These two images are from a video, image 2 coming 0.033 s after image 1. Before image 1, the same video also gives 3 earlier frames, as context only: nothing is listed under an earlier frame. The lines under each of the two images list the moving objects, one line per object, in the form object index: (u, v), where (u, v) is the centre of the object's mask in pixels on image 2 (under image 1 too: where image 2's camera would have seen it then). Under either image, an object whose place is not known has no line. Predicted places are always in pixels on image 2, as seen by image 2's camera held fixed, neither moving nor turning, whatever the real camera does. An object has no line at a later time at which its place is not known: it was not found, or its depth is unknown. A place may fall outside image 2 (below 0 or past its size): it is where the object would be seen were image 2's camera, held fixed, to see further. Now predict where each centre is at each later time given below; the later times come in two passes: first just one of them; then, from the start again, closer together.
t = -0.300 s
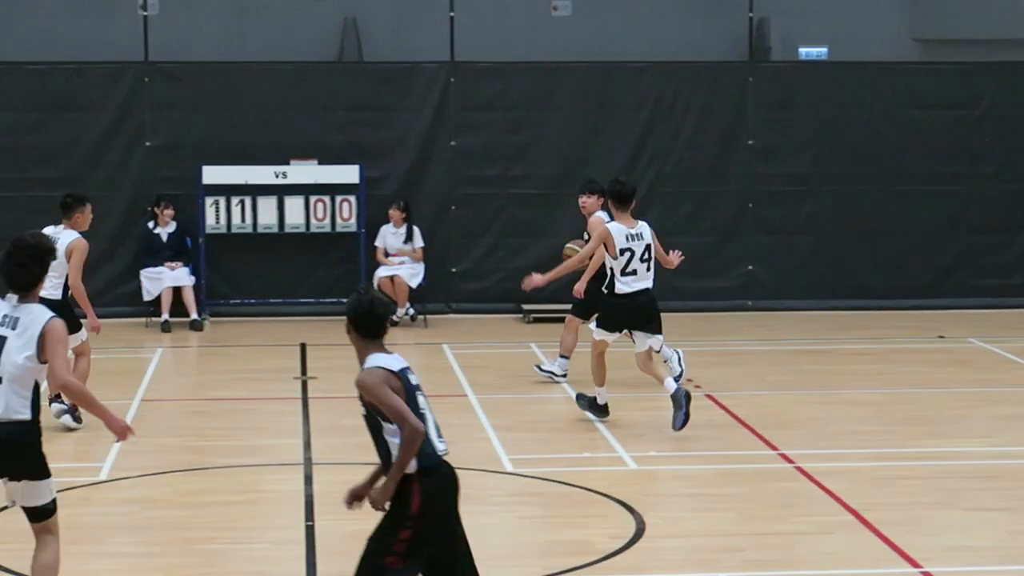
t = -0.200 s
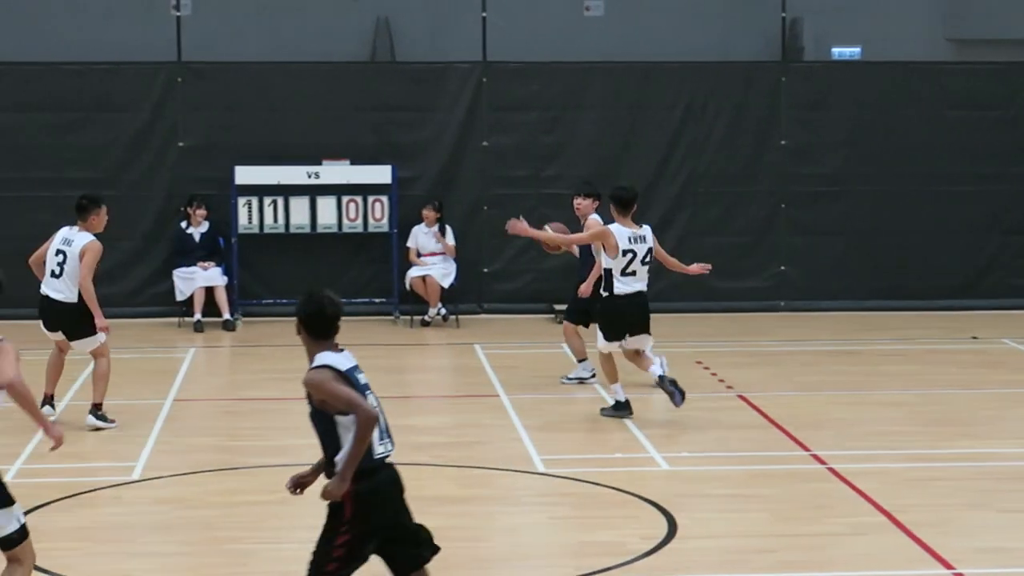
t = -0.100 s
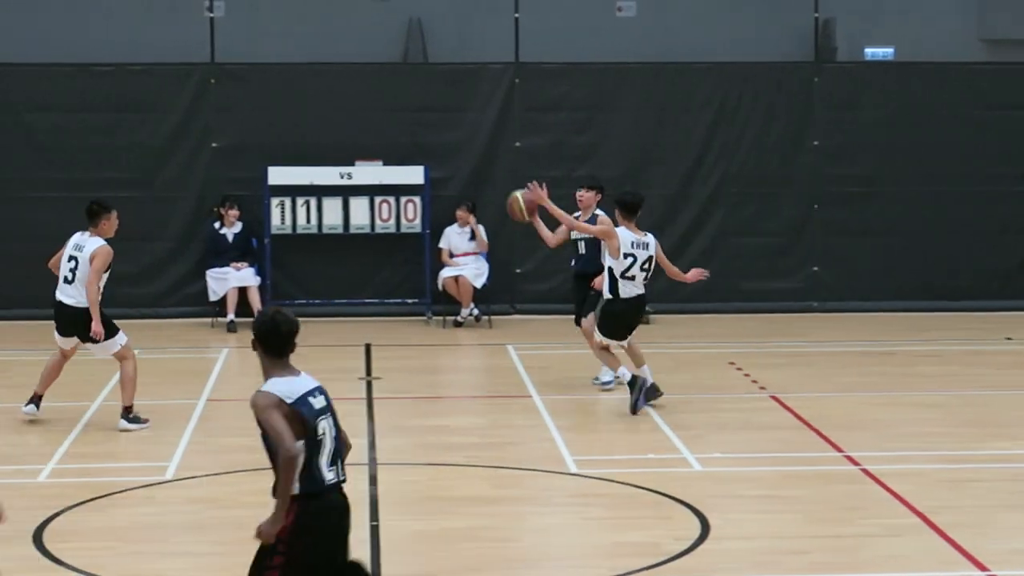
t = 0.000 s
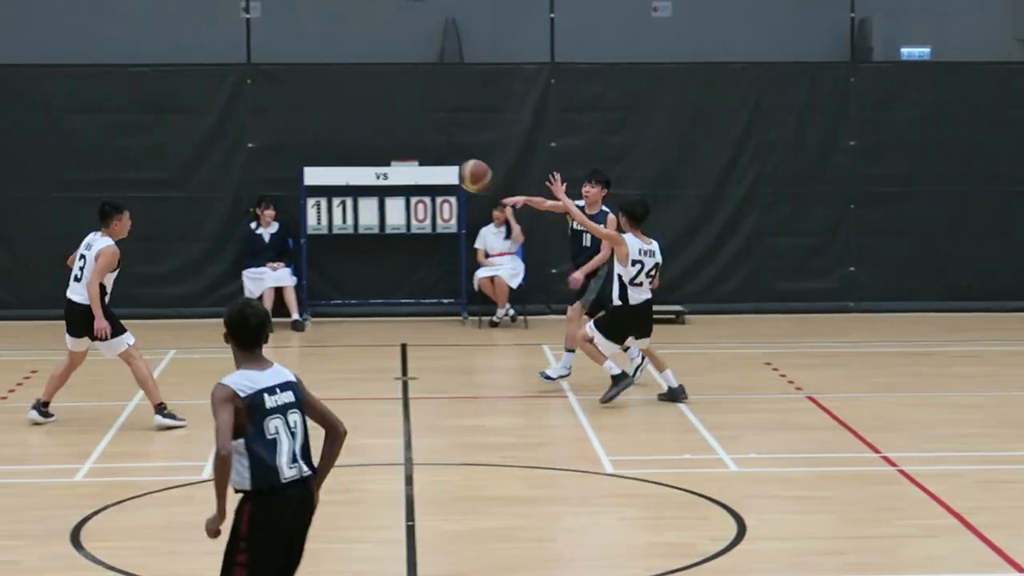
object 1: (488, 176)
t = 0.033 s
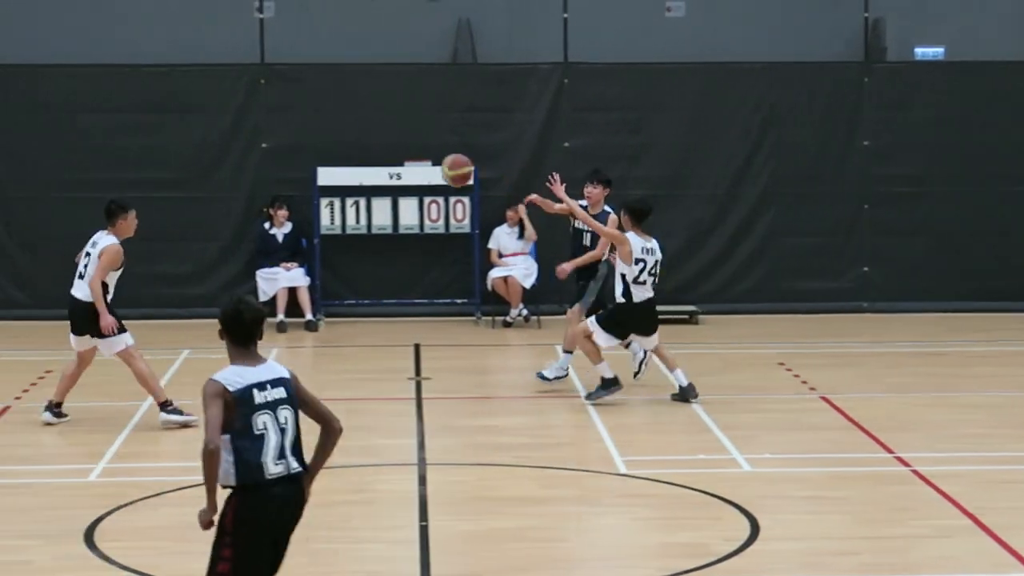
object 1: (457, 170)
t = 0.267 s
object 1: (208, 166)
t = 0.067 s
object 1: (425, 165)
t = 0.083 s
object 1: (408, 163)
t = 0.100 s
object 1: (391, 161)
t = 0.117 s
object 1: (374, 160)
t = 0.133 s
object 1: (357, 159)
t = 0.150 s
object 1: (340, 158)
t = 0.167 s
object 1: (321, 158)
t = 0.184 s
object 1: (303, 159)
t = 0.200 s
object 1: (285, 160)
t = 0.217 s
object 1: (266, 161)
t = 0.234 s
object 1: (247, 162)
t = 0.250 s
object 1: (228, 164)
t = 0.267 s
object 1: (208, 166)
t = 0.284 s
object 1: (188, 168)
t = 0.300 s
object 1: (167, 172)
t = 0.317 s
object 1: (146, 175)
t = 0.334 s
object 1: (124, 179)
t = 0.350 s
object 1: (101, 182)
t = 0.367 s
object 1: (78, 186)
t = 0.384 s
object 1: (54, 191)
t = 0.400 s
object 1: (29, 196)
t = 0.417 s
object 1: (4, 202)
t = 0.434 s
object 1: (-22, 209)
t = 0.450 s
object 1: (-49, 216)
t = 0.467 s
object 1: (-77, 224)
